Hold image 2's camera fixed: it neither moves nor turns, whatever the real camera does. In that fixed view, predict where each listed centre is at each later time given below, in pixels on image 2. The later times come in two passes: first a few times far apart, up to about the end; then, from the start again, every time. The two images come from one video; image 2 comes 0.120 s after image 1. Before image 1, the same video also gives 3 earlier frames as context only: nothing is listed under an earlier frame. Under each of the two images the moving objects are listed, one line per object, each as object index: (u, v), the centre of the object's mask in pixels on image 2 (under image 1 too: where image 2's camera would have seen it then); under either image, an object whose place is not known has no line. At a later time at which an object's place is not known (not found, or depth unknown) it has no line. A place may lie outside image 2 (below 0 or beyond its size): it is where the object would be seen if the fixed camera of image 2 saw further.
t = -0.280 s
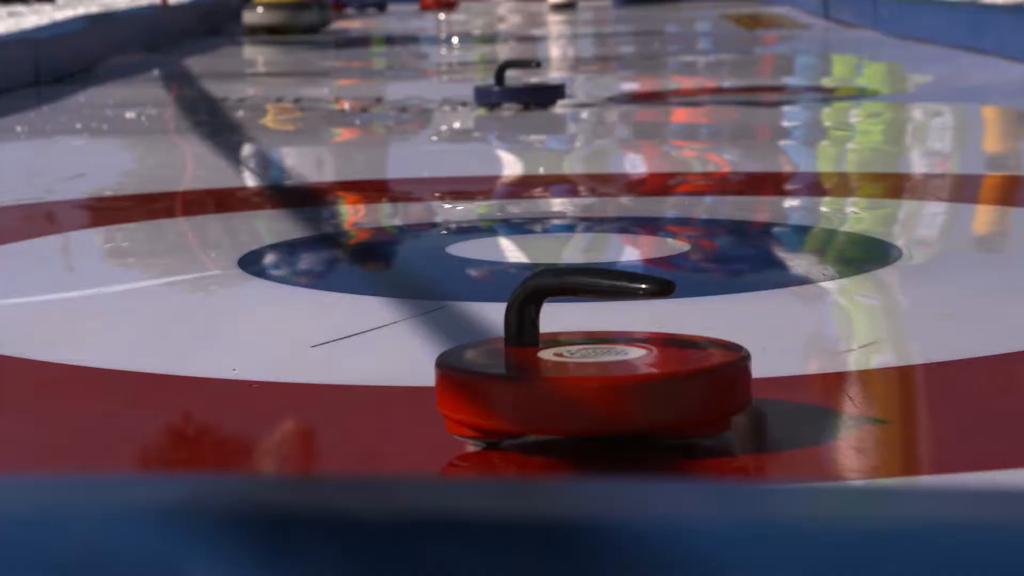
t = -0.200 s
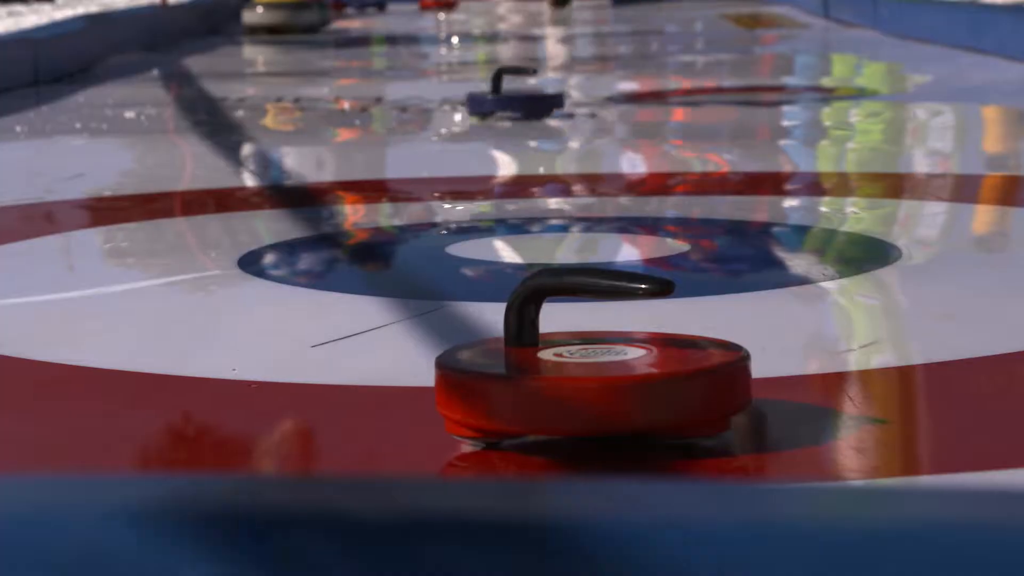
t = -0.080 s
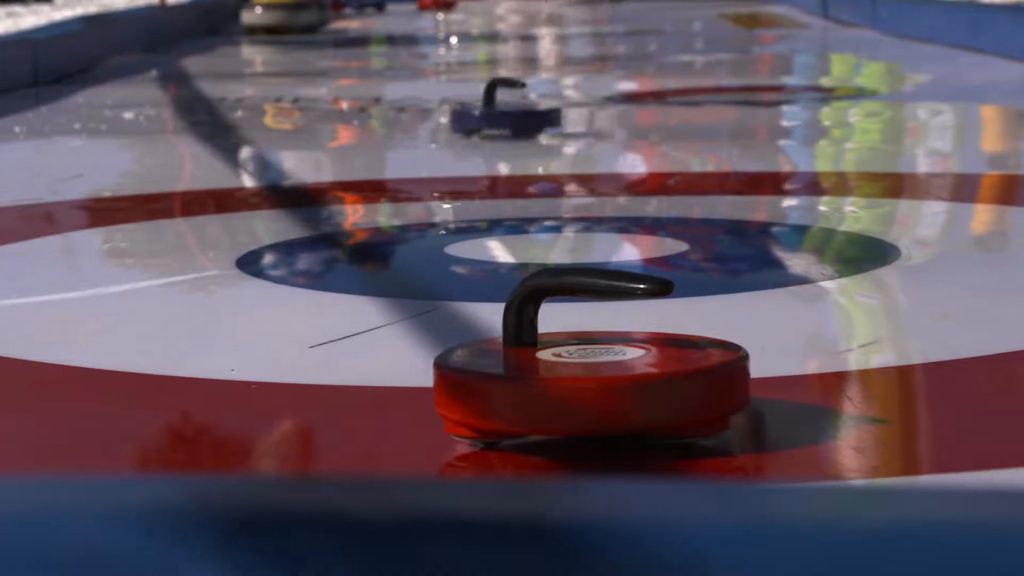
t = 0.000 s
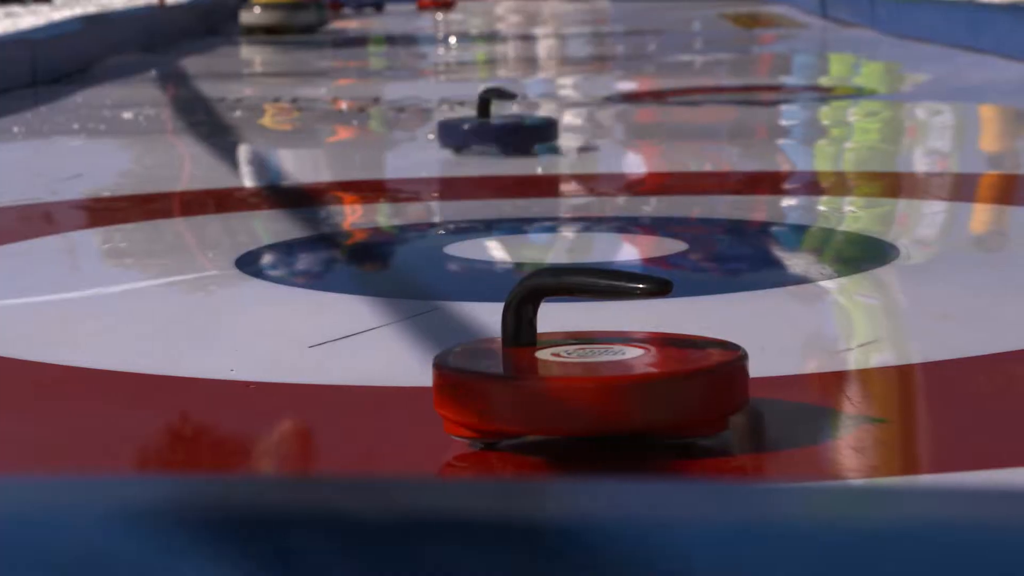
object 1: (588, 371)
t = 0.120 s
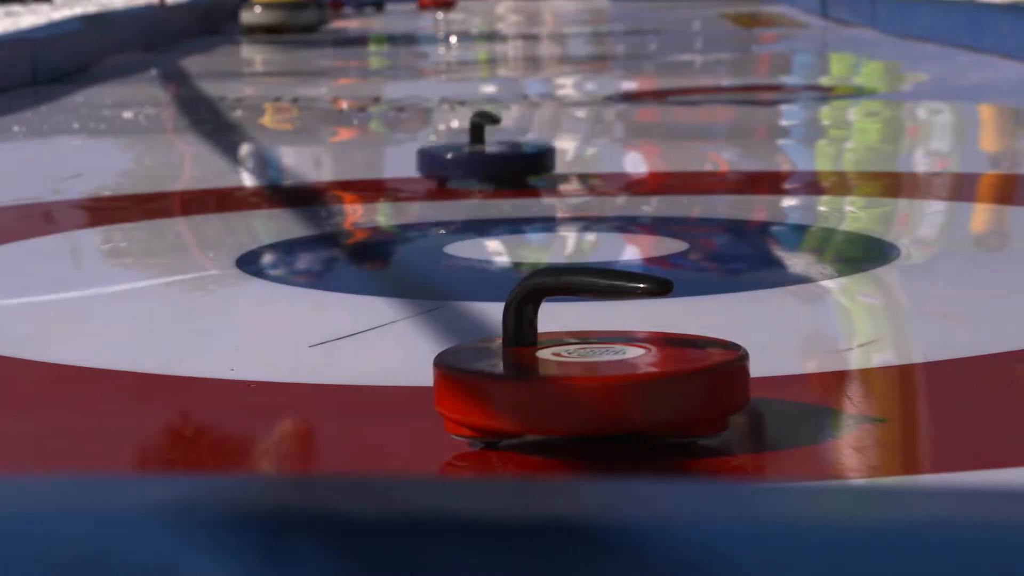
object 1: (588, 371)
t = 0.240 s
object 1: (588, 372)
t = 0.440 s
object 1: (588, 371)
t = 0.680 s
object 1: (756, 393)
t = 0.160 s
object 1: (588, 372)
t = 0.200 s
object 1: (588, 372)
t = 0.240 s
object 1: (588, 372)
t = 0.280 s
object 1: (588, 371)
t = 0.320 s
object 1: (588, 372)
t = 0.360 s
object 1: (588, 372)
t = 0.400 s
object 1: (588, 371)
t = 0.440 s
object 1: (588, 371)
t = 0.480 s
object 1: (588, 372)
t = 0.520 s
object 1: (588, 371)
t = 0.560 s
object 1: (588, 371)
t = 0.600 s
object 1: (628, 373)
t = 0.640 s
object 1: (691, 385)
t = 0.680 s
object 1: (756, 393)
